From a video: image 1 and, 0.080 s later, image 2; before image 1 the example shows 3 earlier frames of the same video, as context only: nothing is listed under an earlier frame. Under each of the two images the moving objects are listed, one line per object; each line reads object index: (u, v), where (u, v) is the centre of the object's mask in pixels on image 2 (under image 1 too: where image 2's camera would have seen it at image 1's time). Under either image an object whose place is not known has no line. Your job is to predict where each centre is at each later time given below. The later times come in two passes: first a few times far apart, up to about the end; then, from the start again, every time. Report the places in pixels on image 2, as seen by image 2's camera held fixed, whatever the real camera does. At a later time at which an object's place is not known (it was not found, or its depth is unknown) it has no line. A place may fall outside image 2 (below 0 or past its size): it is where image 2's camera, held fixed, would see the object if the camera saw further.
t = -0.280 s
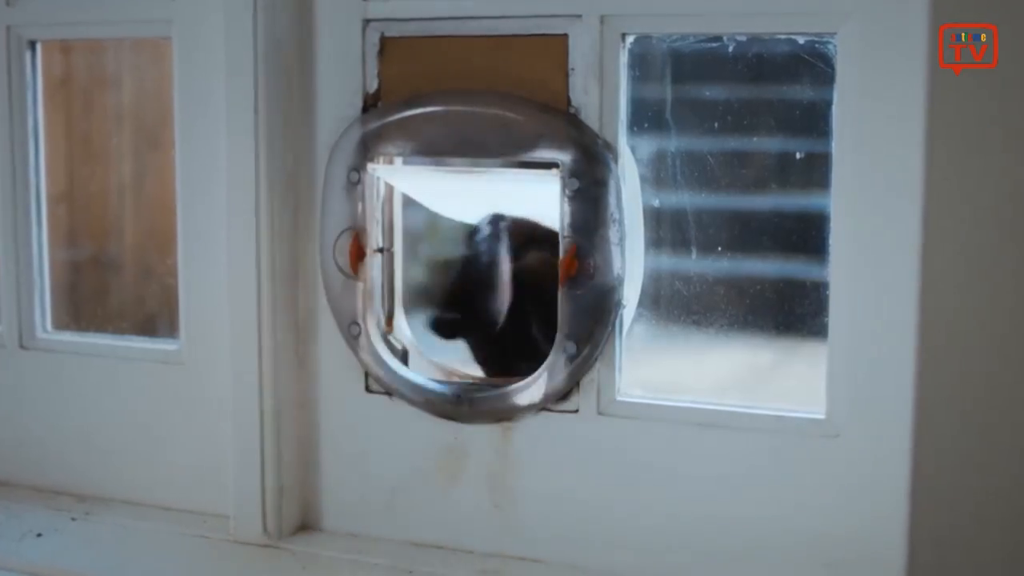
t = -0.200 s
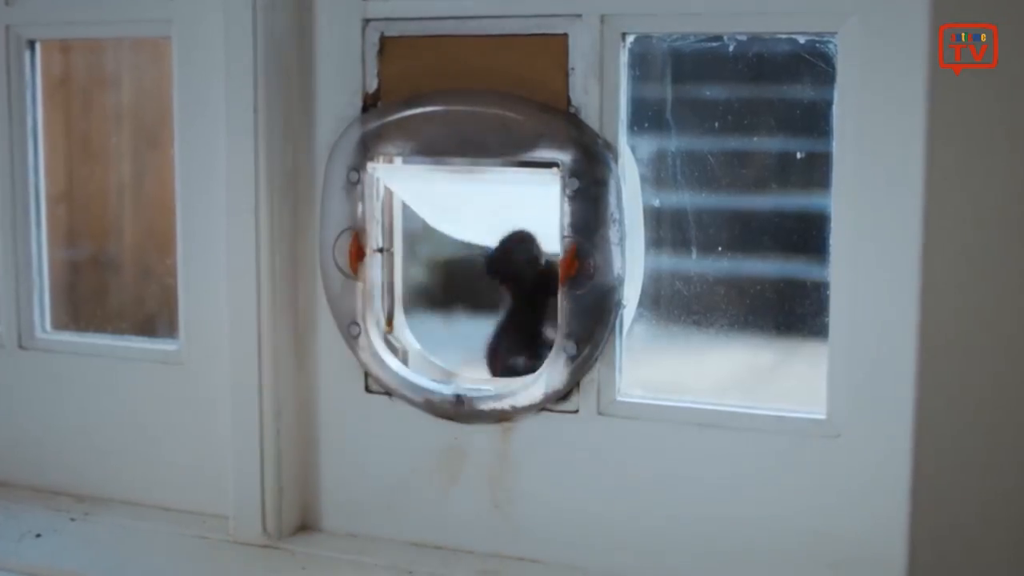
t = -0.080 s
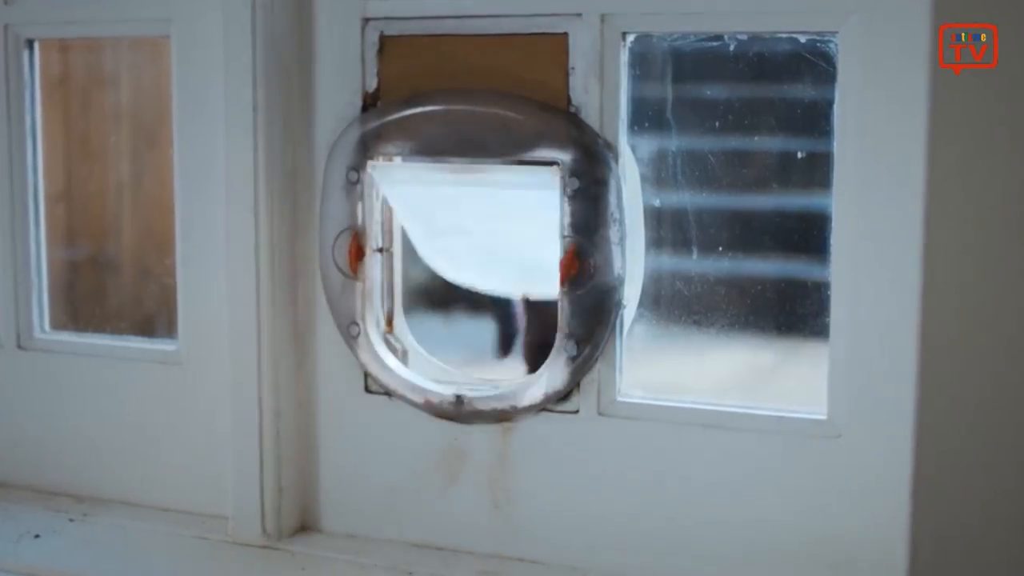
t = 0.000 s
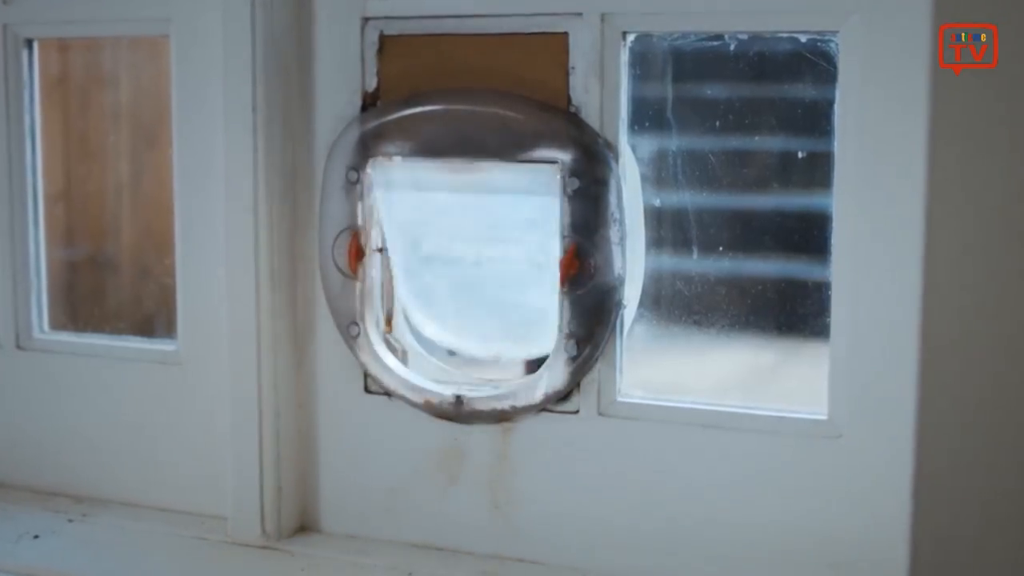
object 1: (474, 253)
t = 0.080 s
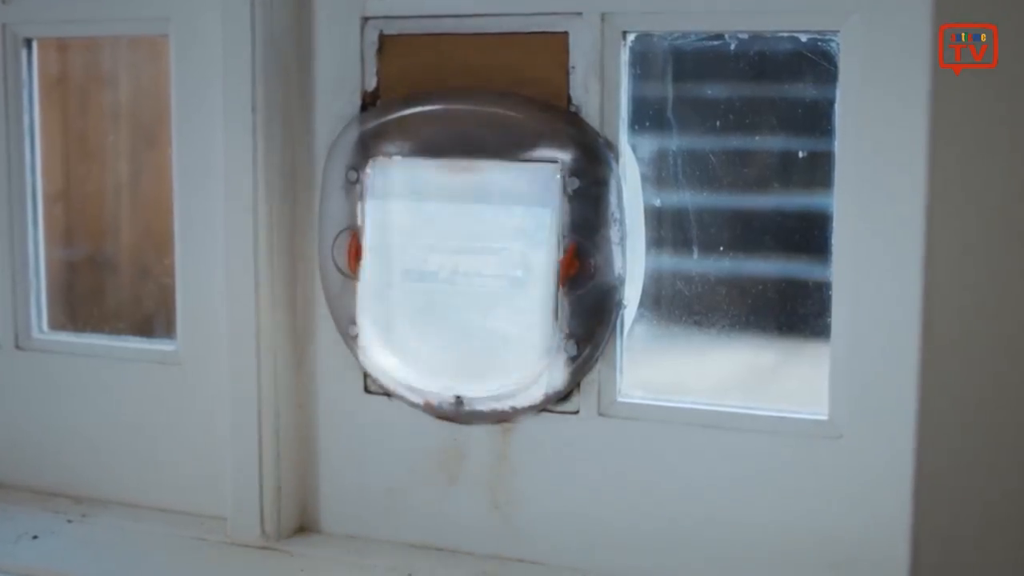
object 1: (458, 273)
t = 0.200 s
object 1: (414, 191)
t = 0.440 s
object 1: (421, 232)
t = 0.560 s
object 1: (462, 270)
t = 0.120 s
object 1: (436, 260)
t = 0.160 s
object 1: (421, 228)
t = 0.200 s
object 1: (414, 191)
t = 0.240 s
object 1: (415, 165)
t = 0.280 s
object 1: (413, 158)
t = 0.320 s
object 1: (413, 155)
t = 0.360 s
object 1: (412, 168)
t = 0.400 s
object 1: (413, 197)
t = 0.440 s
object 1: (421, 232)
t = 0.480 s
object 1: (427, 246)
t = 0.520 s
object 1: (444, 268)
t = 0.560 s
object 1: (462, 270)
